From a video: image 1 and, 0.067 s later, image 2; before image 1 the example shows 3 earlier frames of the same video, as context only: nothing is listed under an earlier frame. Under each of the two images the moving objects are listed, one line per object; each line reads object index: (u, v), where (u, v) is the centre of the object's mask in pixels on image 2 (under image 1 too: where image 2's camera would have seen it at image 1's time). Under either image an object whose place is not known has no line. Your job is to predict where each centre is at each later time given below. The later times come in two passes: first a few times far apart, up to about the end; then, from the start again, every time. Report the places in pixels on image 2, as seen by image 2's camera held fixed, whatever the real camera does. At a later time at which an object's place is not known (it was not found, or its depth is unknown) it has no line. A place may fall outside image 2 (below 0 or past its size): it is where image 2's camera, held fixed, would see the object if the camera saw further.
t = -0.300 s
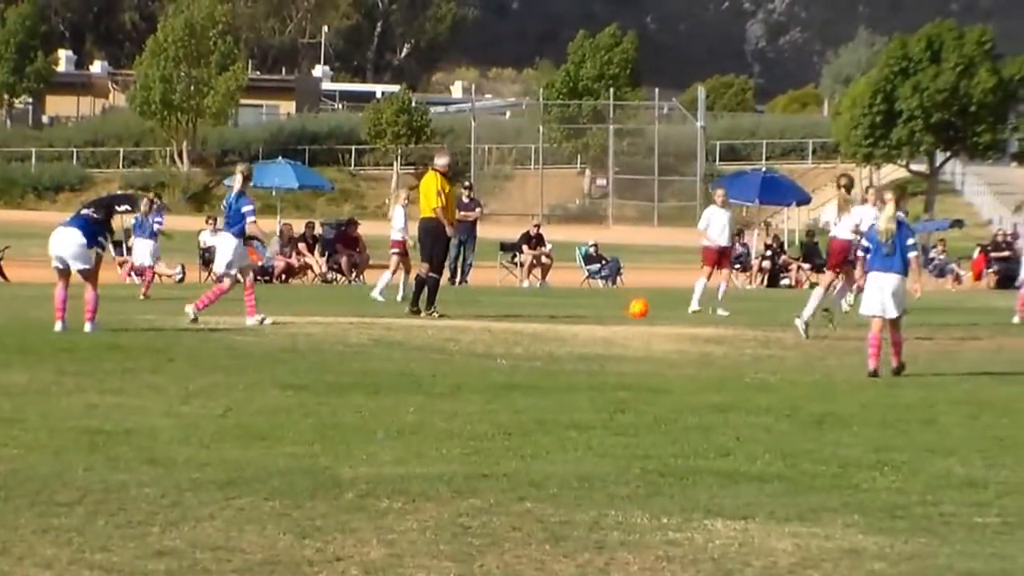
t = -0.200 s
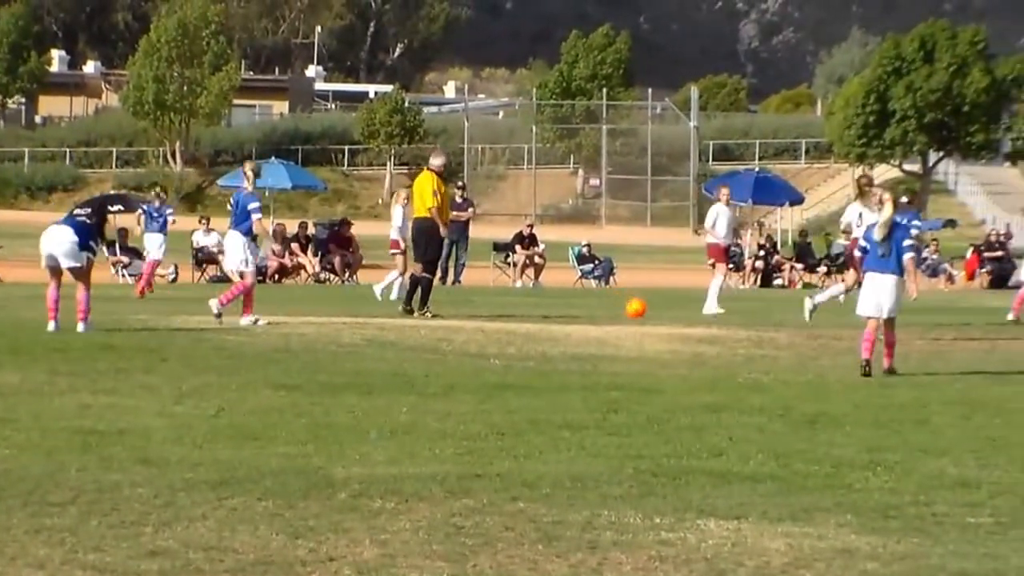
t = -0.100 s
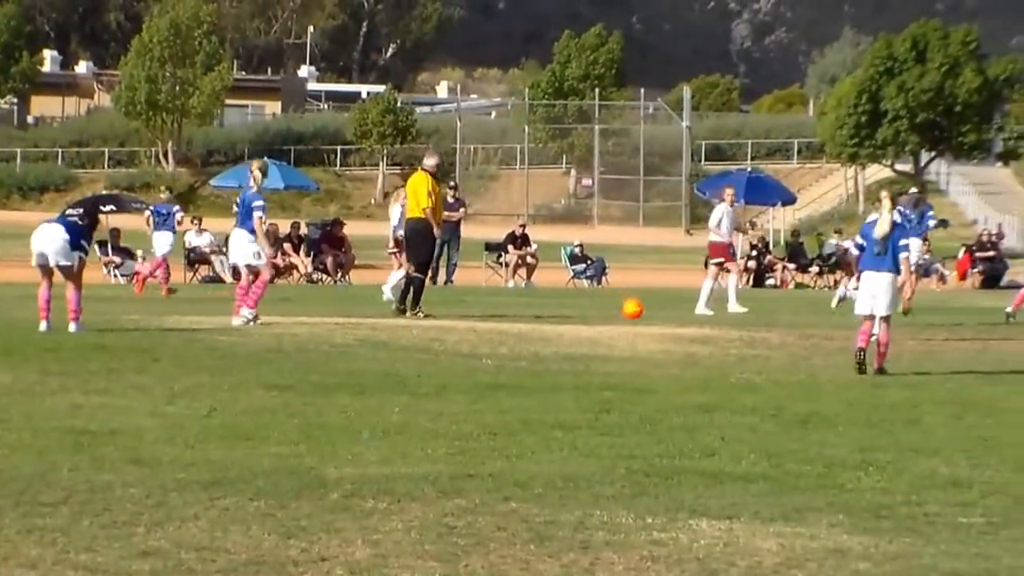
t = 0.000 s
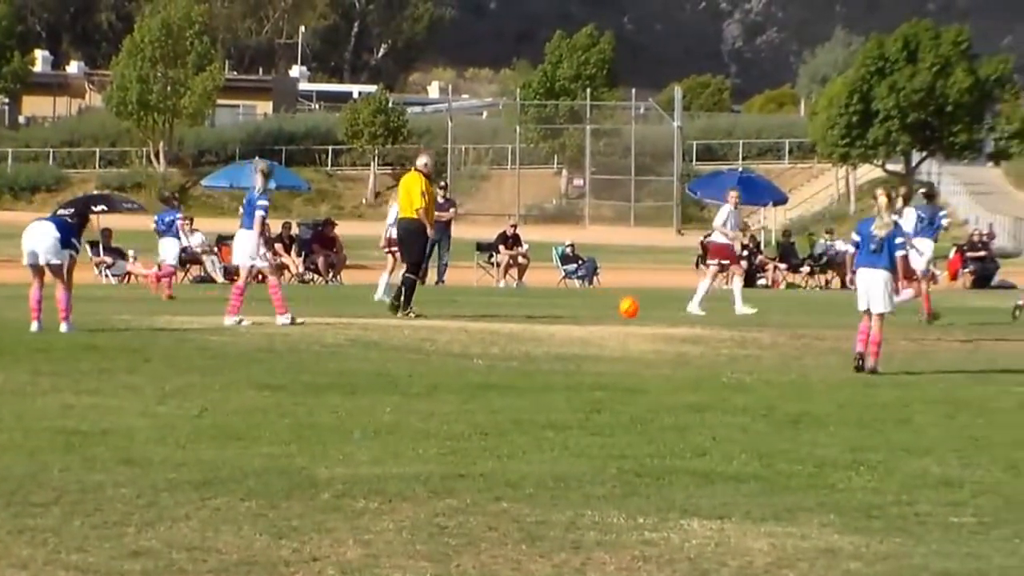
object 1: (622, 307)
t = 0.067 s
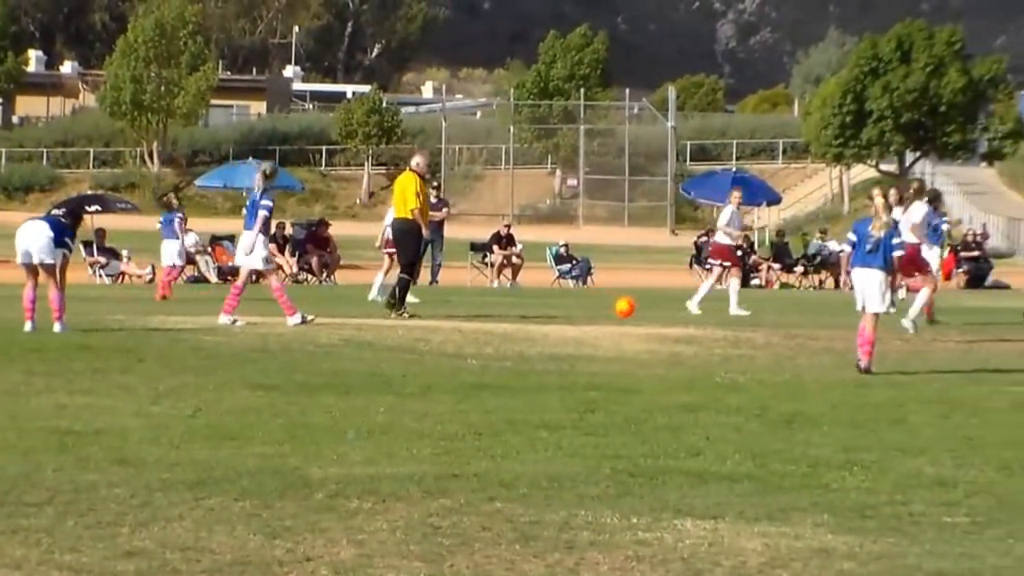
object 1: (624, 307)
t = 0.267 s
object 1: (632, 310)
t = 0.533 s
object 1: (641, 307)
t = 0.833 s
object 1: (651, 308)
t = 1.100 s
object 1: (660, 309)
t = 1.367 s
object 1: (670, 319)
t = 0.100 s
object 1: (626, 307)
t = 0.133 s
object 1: (628, 309)
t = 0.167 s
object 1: (630, 311)
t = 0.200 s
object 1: (630, 311)
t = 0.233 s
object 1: (631, 310)
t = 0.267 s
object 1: (632, 310)
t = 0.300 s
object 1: (633, 311)
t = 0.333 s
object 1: (634, 311)
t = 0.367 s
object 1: (636, 307)
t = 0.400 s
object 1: (637, 305)
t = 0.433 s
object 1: (637, 305)
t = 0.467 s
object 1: (639, 304)
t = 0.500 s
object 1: (640, 305)
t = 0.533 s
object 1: (641, 307)
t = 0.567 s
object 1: (642, 310)
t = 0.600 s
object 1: (643, 314)
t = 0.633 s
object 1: (644, 313)
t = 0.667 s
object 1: (645, 310)
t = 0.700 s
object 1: (646, 307)
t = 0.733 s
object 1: (648, 306)
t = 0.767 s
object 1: (648, 306)
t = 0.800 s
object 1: (649, 306)
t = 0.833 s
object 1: (651, 308)
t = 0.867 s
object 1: (652, 311)
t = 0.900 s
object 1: (653, 316)
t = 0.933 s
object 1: (653, 315)
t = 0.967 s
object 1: (655, 311)
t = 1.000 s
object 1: (655, 309)
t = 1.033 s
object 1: (657, 308)
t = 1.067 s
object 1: (658, 308)
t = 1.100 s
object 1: (660, 309)
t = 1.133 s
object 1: (661, 311)
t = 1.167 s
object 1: (662, 315)
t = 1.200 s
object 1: (663, 318)
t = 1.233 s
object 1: (665, 317)
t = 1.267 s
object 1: (666, 317)
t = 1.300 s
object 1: (667, 318)
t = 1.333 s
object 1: (668, 319)
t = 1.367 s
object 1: (670, 319)
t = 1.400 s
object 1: (671, 319)
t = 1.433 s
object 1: (673, 319)
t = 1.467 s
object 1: (674, 320)
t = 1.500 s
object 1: (676, 321)
